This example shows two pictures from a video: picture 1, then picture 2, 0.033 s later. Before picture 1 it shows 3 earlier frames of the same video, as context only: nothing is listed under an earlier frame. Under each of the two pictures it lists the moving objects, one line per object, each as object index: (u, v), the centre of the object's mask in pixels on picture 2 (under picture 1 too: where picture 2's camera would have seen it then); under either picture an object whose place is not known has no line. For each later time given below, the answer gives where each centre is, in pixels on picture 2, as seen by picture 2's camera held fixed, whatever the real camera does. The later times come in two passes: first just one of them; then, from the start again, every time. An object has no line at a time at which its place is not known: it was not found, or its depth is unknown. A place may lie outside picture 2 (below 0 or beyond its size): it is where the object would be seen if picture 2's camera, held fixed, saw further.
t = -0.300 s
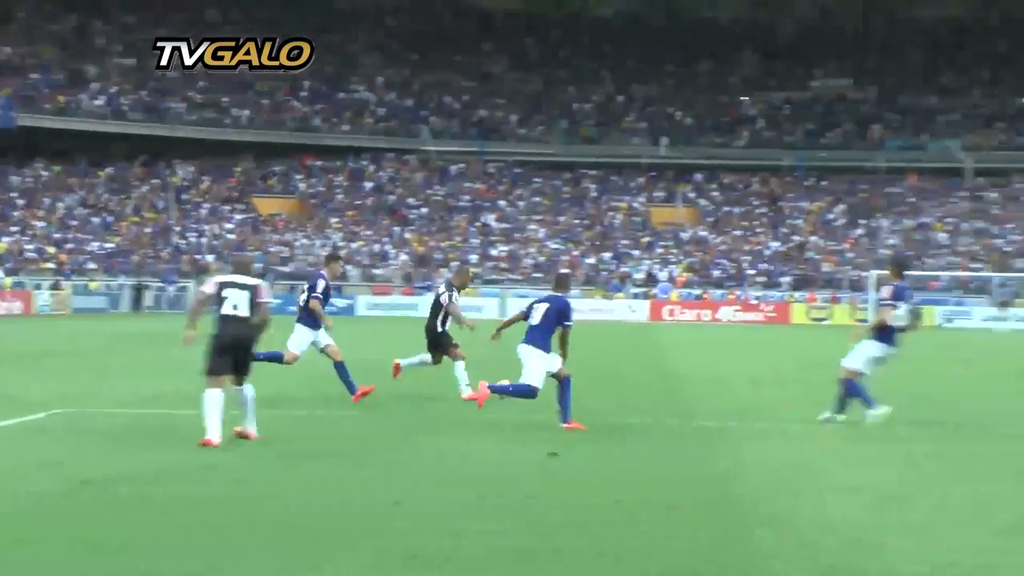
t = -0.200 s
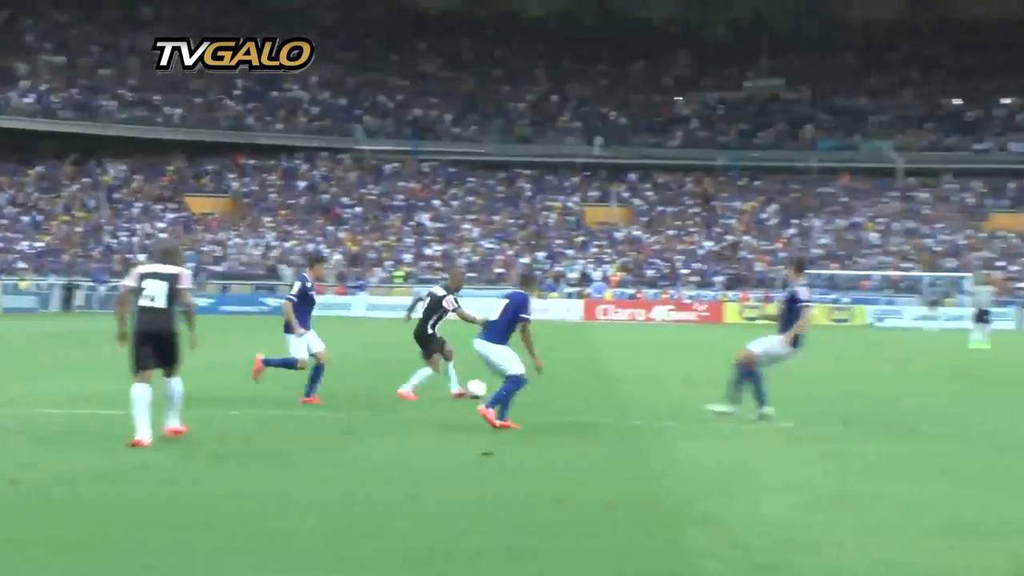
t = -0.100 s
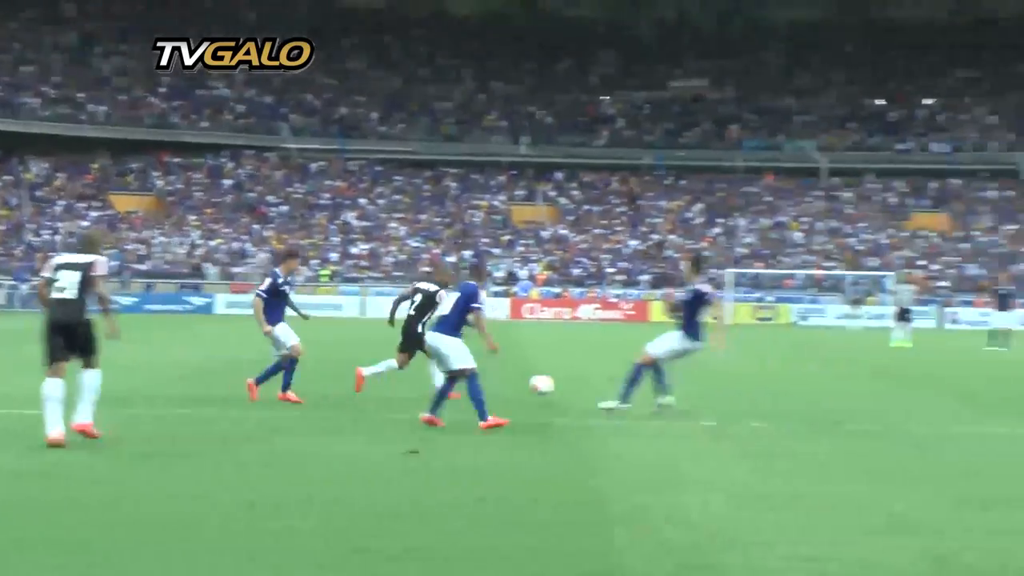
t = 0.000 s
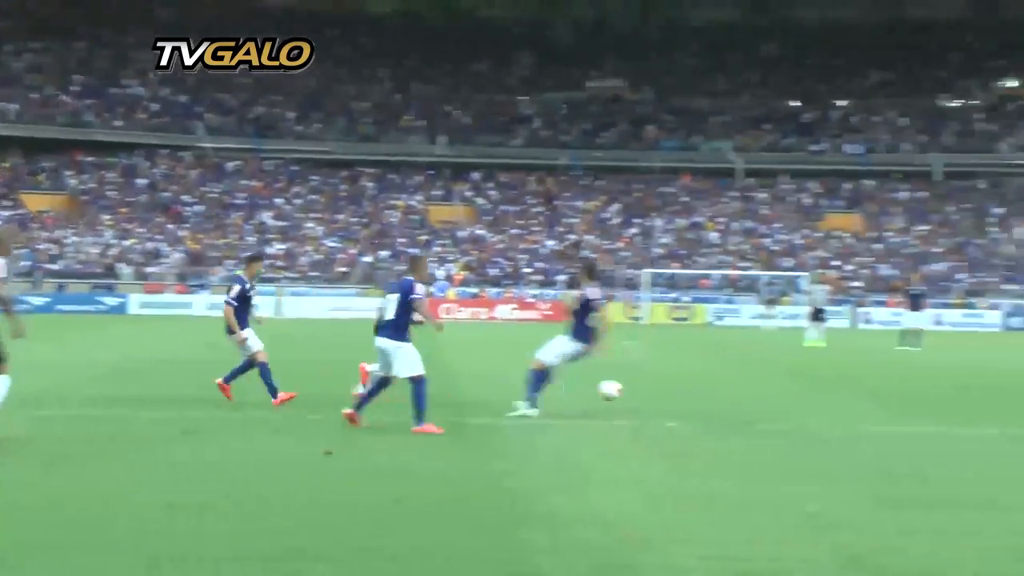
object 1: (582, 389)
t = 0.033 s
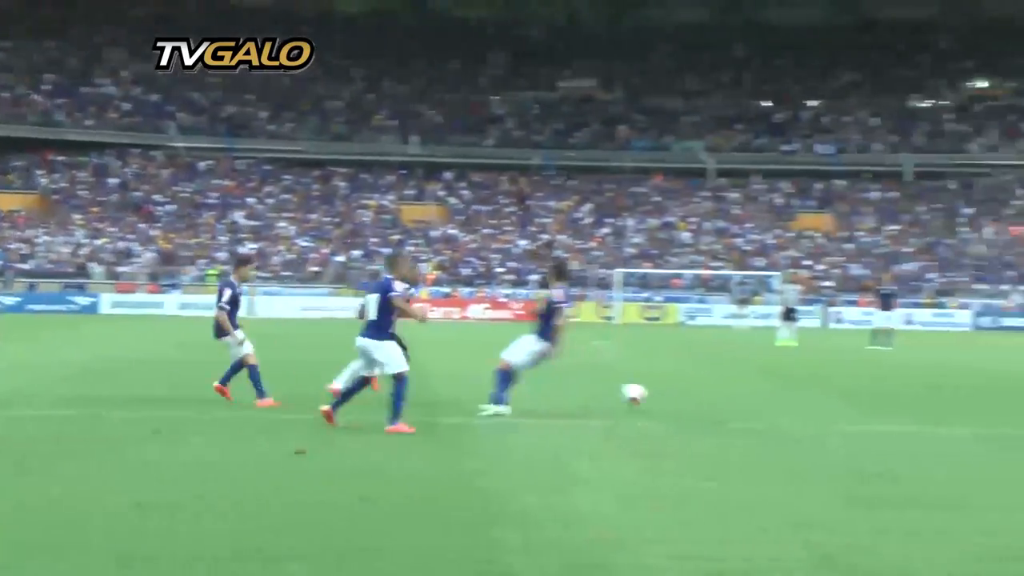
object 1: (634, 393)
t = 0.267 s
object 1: (984, 409)
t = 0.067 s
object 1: (686, 399)
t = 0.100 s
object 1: (737, 405)
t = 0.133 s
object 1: (787, 407)
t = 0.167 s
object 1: (836, 404)
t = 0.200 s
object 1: (885, 405)
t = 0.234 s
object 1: (934, 405)
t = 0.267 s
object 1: (984, 409)
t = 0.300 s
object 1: (1036, 413)
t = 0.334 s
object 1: (1088, 421)
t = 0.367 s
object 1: (1140, 428)
